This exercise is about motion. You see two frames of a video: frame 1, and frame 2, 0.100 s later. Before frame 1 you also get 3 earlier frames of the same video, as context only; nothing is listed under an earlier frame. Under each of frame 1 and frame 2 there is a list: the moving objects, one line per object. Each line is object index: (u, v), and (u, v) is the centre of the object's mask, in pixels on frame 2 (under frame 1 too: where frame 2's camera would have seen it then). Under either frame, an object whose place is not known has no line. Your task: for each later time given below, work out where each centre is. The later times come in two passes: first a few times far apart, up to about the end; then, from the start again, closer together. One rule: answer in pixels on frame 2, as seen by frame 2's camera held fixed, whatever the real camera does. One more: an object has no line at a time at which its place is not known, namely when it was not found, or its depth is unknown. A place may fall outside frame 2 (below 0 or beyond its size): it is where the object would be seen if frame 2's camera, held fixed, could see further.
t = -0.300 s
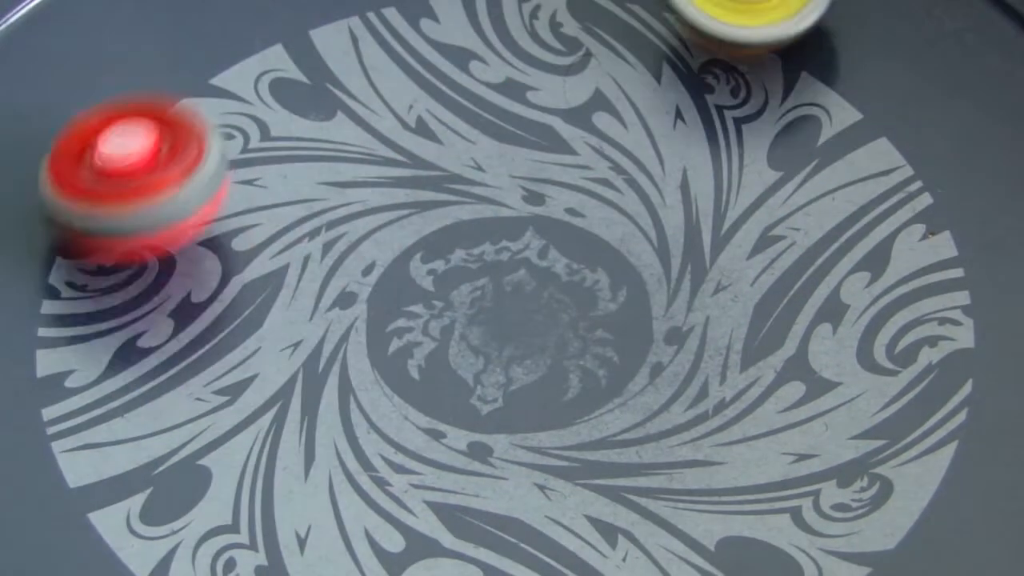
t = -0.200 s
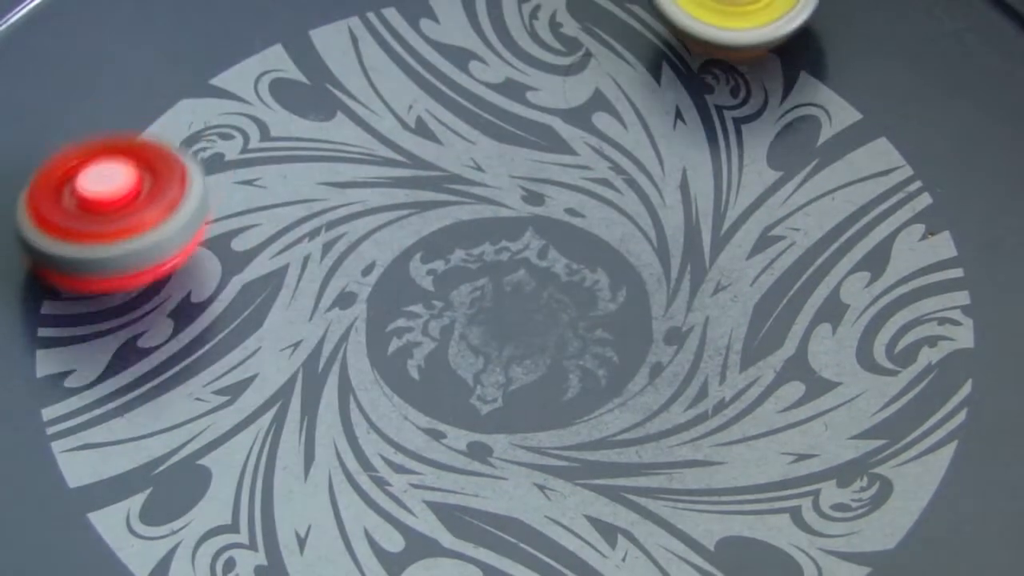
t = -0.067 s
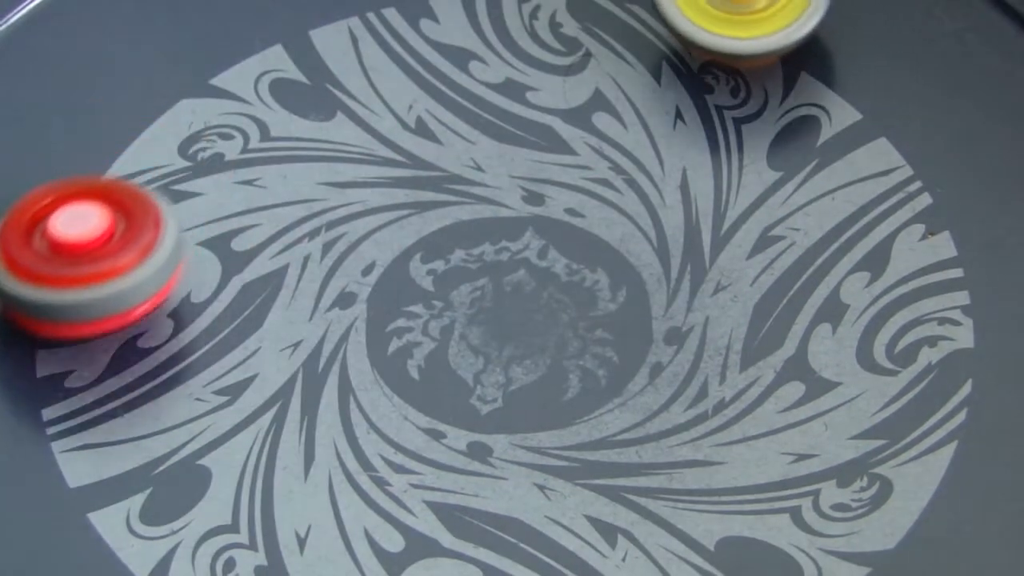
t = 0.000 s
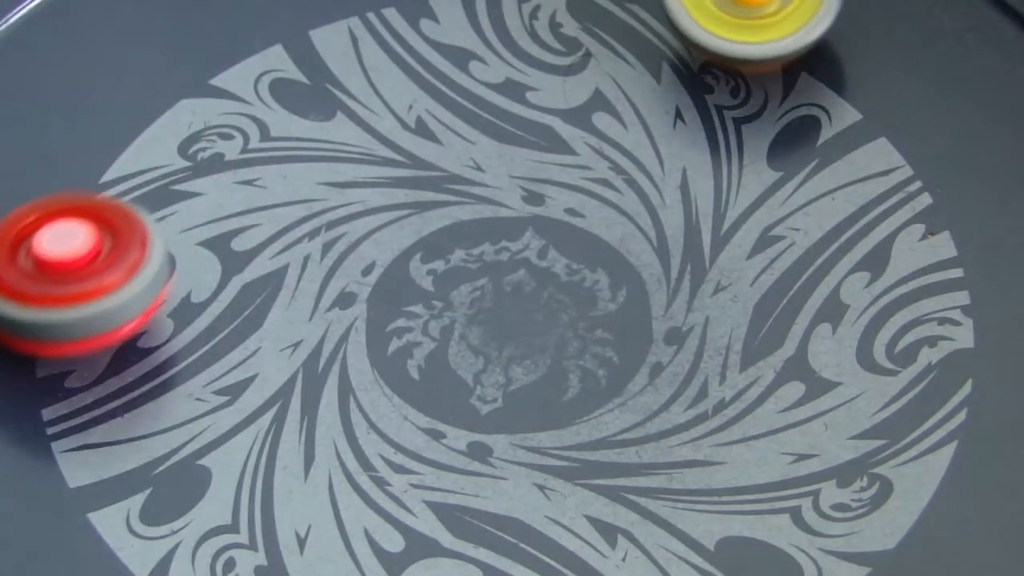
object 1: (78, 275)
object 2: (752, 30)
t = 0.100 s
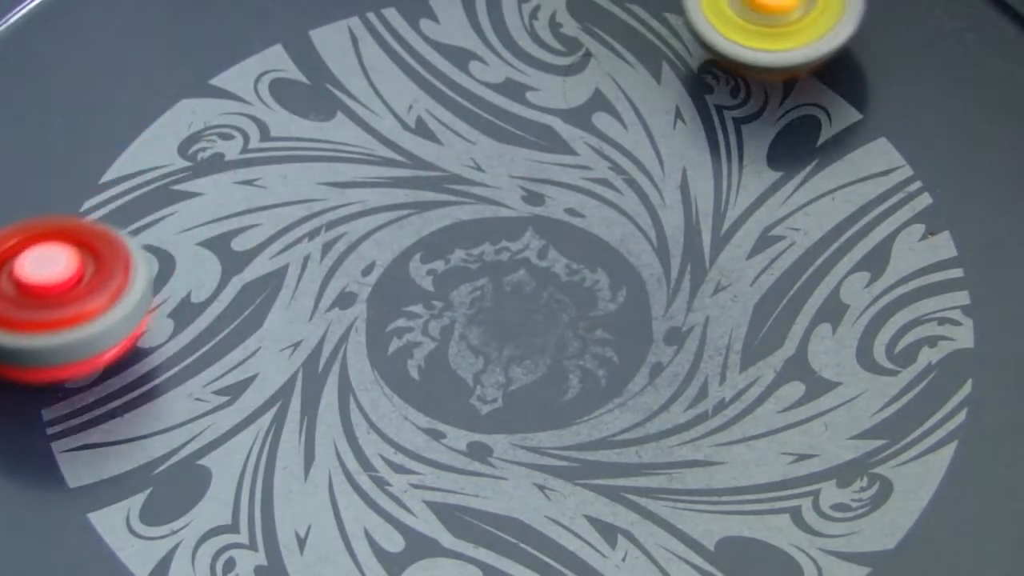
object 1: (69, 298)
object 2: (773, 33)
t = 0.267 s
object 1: (59, 332)
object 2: (814, 46)
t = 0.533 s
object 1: (58, 366)
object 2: (870, 110)
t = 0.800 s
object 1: (73, 377)
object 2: (913, 222)
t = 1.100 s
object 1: (131, 375)
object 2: (929, 351)
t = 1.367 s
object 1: (227, 361)
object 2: (894, 448)
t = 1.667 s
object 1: (342, 346)
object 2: (771, 511)
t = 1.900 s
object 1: (426, 330)
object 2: (638, 525)
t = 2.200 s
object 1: (527, 325)
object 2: (446, 514)
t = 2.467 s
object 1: (609, 337)
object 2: (306, 457)
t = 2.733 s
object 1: (672, 353)
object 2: (205, 356)
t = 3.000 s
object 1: (711, 371)
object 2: (145, 253)
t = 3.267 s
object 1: (729, 388)
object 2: (155, 171)
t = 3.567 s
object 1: (710, 404)
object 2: (249, 110)
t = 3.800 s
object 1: (668, 403)
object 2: (359, 75)
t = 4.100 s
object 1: (612, 384)
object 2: (520, 56)
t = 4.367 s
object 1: (572, 355)
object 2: (665, 53)
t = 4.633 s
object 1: (549, 319)
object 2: (790, 76)
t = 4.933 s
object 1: (534, 277)
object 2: (882, 157)
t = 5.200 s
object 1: (538, 243)
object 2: (919, 260)
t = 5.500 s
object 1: (561, 209)
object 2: (922, 376)
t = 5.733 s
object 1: (582, 197)
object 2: (870, 441)
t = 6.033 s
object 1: (613, 196)
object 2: (729, 479)
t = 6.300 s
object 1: (638, 211)
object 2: (563, 483)
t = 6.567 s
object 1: (648, 232)
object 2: (401, 441)
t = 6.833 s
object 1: (643, 258)
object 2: (274, 365)
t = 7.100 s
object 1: (618, 281)
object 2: (191, 277)
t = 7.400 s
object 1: (579, 295)
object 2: (184, 176)
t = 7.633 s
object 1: (546, 295)
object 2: (238, 113)
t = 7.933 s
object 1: (512, 283)
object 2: (347, 61)
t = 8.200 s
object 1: (493, 260)
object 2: (457, 44)
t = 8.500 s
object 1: (493, 235)
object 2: (596, 53)
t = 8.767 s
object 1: (502, 219)
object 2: (704, 100)
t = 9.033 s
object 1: (527, 208)
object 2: (786, 191)
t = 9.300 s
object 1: (555, 211)
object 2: (838, 294)
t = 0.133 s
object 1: (66, 306)
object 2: (782, 35)
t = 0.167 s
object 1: (63, 313)
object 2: (791, 37)
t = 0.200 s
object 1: (61, 319)
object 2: (799, 39)
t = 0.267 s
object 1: (59, 332)
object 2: (814, 46)
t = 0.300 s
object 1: (57, 337)
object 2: (821, 50)
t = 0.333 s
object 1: (57, 343)
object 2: (827, 55)
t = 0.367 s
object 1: (57, 347)
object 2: (835, 61)
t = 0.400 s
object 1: (57, 351)
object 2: (843, 68)
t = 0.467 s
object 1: (57, 359)
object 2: (857, 84)
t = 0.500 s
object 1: (57, 363)
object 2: (863, 95)
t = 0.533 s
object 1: (58, 366)
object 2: (870, 110)
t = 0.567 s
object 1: (59, 368)
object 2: (877, 124)
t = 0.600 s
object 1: (59, 369)
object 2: (884, 137)
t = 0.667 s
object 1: (63, 372)
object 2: (894, 164)
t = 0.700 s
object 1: (65, 374)
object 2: (898, 178)
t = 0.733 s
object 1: (68, 374)
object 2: (904, 191)
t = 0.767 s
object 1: (71, 376)
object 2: (909, 207)
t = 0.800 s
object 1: (73, 377)
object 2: (913, 222)
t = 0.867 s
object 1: (80, 377)
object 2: (920, 252)
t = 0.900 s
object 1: (84, 377)
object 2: (923, 269)
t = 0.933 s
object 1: (89, 378)
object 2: (925, 283)
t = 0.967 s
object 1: (94, 378)
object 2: (927, 296)
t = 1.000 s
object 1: (101, 377)
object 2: (928, 309)
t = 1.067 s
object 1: (120, 376)
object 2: (929, 337)
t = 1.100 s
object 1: (131, 375)
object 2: (929, 351)
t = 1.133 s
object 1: (142, 373)
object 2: (927, 363)
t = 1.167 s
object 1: (155, 372)
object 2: (925, 375)
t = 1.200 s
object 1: (167, 369)
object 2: (923, 387)
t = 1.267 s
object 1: (192, 366)
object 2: (916, 412)
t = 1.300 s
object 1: (203, 365)
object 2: (910, 425)
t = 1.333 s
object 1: (215, 363)
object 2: (902, 436)
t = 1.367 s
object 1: (227, 361)
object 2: (894, 448)
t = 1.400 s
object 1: (239, 360)
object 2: (884, 461)
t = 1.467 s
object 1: (265, 357)
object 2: (861, 480)
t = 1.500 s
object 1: (278, 355)
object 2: (848, 486)
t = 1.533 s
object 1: (291, 353)
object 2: (835, 492)
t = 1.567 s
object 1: (303, 352)
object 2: (821, 498)
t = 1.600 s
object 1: (316, 349)
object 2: (805, 502)
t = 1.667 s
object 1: (342, 346)
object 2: (771, 511)
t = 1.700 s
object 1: (355, 343)
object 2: (754, 514)
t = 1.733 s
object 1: (367, 341)
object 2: (737, 516)
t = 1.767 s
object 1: (380, 338)
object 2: (720, 519)
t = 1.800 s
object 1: (392, 336)
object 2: (701, 521)
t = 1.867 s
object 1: (414, 331)
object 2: (658, 524)
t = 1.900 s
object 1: (426, 330)
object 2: (638, 525)
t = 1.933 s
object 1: (437, 329)
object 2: (617, 526)
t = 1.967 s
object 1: (449, 327)
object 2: (595, 526)
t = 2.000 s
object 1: (460, 326)
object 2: (573, 526)
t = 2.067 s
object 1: (482, 325)
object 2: (530, 523)
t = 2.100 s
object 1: (493, 325)
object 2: (509, 521)
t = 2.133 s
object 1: (504, 324)
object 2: (487, 519)
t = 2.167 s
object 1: (515, 325)
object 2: (466, 517)
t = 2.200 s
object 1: (527, 325)
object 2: (446, 514)
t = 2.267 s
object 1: (549, 328)
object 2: (408, 506)
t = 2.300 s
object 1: (558, 330)
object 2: (388, 502)
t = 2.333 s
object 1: (569, 331)
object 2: (370, 496)
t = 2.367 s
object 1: (579, 332)
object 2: (354, 489)
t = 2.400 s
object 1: (590, 334)
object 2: (339, 480)
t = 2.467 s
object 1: (609, 337)
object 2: (306, 457)
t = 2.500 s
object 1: (617, 339)
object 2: (292, 444)
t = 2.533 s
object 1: (627, 342)
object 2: (277, 433)
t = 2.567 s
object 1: (635, 343)
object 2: (262, 421)
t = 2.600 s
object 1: (643, 344)
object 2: (249, 409)
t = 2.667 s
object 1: (658, 349)
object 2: (227, 382)
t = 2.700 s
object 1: (665, 351)
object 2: (217, 369)
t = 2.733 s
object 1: (672, 353)
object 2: (205, 356)
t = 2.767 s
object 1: (679, 355)
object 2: (194, 344)
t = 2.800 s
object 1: (684, 357)
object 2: (186, 329)
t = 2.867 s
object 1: (695, 363)
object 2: (169, 305)
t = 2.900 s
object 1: (702, 365)
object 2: (161, 290)
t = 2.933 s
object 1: (706, 367)
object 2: (154, 276)
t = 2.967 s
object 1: (708, 368)
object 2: (149, 264)
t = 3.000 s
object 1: (711, 371)
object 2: (145, 253)
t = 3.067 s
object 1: (719, 375)
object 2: (137, 229)
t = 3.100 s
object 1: (722, 376)
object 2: (136, 217)
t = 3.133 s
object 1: (722, 379)
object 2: (139, 206)
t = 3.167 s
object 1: (724, 382)
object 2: (141, 197)
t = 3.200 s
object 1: (727, 385)
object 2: (143, 189)
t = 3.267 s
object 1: (729, 388)
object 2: (155, 171)
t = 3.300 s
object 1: (728, 391)
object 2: (162, 165)
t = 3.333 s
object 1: (727, 394)
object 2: (169, 158)
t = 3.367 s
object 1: (727, 397)
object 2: (177, 151)
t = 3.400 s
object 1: (726, 398)
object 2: (187, 142)
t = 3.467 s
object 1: (721, 401)
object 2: (211, 131)
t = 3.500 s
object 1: (718, 403)
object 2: (223, 124)
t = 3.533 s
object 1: (714, 404)
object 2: (237, 117)
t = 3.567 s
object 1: (710, 404)
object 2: (249, 110)
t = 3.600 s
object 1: (705, 405)
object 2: (263, 105)
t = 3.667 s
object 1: (694, 405)
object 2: (292, 94)
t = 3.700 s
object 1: (688, 405)
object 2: (309, 88)
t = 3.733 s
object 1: (682, 404)
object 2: (326, 83)
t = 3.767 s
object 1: (675, 404)
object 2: (343, 78)
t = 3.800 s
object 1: (668, 403)
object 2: (359, 75)
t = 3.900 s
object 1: (648, 397)
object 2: (410, 66)
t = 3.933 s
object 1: (641, 396)
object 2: (428, 64)
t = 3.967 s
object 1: (636, 394)
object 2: (446, 63)
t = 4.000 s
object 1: (629, 390)
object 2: (464, 60)
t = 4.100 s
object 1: (612, 384)
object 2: (520, 56)
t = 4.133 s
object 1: (607, 381)
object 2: (537, 55)
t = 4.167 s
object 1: (601, 377)
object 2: (555, 53)
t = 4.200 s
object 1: (594, 374)
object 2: (574, 53)
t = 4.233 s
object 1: (590, 372)
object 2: (592, 53)
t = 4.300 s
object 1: (582, 364)
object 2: (629, 53)
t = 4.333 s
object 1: (577, 360)
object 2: (648, 53)
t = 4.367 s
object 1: (572, 355)
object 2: (665, 53)
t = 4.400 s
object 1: (568, 351)
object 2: (681, 55)
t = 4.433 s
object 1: (566, 348)
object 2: (698, 57)
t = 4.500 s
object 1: (558, 338)
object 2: (731, 60)
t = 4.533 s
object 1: (555, 333)
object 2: (746, 63)
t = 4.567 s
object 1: (552, 329)
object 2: (761, 67)
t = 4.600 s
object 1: (551, 325)
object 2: (775, 72)
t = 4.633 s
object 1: (549, 319)
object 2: (790, 76)
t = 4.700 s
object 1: (543, 309)
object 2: (816, 89)
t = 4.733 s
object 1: (542, 305)
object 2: (826, 96)
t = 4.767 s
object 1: (540, 300)
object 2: (837, 104)
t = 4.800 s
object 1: (538, 295)
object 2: (847, 112)
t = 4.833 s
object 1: (536, 290)
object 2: (858, 124)
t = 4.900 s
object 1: (535, 282)
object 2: (875, 145)
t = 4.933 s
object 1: (534, 277)
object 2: (882, 157)
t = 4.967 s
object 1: (533, 272)
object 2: (888, 169)
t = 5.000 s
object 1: (533, 267)
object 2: (895, 180)
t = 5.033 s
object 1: (534, 263)
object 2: (901, 192)
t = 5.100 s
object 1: (536, 255)
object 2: (909, 218)
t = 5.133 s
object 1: (536, 250)
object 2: (913, 230)
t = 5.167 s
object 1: (536, 246)
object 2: (917, 244)
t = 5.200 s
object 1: (538, 243)
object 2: (919, 260)
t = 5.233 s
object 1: (542, 239)
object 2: (921, 274)
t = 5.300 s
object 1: (546, 229)
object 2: (924, 299)
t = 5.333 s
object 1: (546, 225)
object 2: (926, 312)
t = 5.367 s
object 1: (548, 223)
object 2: (926, 326)
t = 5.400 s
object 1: (551, 220)
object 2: (925, 339)
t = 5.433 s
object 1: (556, 216)
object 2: (924, 351)
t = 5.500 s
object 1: (561, 209)
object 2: (922, 376)
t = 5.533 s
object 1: (562, 207)
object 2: (918, 387)
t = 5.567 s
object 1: (565, 206)
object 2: (913, 396)
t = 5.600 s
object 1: (569, 204)
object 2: (907, 405)
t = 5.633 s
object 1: (574, 201)
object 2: (902, 415)
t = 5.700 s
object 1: (579, 197)
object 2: (882, 434)
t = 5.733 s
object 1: (582, 197)
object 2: (870, 441)
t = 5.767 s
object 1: (586, 196)
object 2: (859, 448)
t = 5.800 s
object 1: (591, 195)
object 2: (848, 453)
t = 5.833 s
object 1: (594, 194)
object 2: (835, 458)
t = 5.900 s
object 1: (600, 195)
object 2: (803, 463)
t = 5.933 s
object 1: (604, 196)
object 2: (788, 468)
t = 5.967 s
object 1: (609, 196)
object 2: (770, 472)
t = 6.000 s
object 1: (612, 196)
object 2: (750, 477)
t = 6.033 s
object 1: (613, 196)
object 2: (729, 479)
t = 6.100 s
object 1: (619, 201)
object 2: (692, 483)
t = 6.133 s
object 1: (624, 202)
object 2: (671, 485)
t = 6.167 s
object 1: (628, 202)
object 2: (648, 485)
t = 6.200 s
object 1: (630, 203)
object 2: (625, 485)
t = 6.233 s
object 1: (631, 206)
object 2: (606, 484)
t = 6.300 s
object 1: (638, 211)
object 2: (563, 483)
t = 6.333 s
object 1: (642, 213)
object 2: (541, 479)
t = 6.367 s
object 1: (643, 214)
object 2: (521, 476)
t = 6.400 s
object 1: (643, 217)
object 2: (501, 472)
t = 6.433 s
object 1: (644, 221)
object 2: (479, 469)
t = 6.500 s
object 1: (649, 226)
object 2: (439, 455)
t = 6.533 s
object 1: (649, 228)
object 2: (421, 449)
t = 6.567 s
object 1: (648, 232)
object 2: (401, 441)
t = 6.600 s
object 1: (649, 237)
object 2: (383, 433)
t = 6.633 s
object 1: (650, 240)
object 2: (367, 423)
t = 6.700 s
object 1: (649, 245)
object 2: (334, 406)
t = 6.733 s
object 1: (646, 249)
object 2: (316, 395)
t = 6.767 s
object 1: (645, 254)
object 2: (301, 385)
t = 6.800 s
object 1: (644, 257)
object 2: (287, 374)
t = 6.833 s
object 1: (643, 258)
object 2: (274, 365)
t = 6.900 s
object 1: (636, 264)
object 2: (247, 344)
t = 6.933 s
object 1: (634, 267)
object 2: (236, 332)
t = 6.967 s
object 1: (631, 270)
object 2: (226, 322)
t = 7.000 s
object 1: (629, 272)
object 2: (218, 312)
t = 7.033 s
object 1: (625, 274)
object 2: (205, 301)
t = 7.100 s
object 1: (618, 281)
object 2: (191, 277)
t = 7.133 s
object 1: (614, 283)
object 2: (188, 266)
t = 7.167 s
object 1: (610, 285)
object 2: (185, 257)
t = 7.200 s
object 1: (606, 286)
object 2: (182, 246)
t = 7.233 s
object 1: (601, 288)
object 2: (178, 234)
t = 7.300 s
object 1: (593, 292)
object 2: (178, 210)
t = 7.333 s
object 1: (588, 293)
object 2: (180, 200)
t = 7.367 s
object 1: (584, 294)
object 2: (181, 189)
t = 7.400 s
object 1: (579, 295)
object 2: (184, 176)
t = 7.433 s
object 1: (574, 295)
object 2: (190, 165)
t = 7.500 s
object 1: (565, 296)
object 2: (202, 150)
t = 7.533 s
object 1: (560, 296)
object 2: (209, 136)
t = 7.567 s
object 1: (555, 296)
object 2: (218, 130)
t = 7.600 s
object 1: (551, 296)
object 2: (228, 121)
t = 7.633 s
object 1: (546, 295)
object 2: (238, 113)
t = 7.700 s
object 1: (536, 294)
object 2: (256, 100)
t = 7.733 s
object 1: (532, 292)
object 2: (268, 91)
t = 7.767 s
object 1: (529, 291)
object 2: (280, 83)
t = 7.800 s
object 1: (525, 290)
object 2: (294, 77)
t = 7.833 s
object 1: (521, 288)
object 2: (307, 72)
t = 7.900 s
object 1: (515, 285)
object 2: (332, 64)
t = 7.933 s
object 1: (512, 283)
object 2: (347, 61)
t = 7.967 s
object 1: (509, 281)
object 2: (360, 56)
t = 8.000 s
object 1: (505, 278)
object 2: (373, 54)
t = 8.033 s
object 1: (503, 276)
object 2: (385, 52)
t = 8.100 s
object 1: (499, 270)
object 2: (411, 49)
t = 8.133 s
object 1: (497, 266)
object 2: (428, 48)
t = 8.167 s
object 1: (495, 263)
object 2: (443, 45)
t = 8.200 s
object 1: (493, 260)
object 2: (457, 44)
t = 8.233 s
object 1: (492, 258)
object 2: (472, 44)
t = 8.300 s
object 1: (492, 252)
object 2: (503, 45)
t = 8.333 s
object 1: (491, 249)
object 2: (519, 45)
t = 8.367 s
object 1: (491, 245)
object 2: (535, 46)
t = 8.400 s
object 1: (490, 243)
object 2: (550, 46)
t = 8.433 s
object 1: (490, 240)
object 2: (566, 49)
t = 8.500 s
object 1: (493, 235)
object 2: (596, 53)
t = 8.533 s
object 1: (494, 232)
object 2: (612, 55)
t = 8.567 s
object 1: (494, 230)
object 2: (626, 59)
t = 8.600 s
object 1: (494, 228)
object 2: (640, 64)
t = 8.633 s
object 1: (496, 227)
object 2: (652, 69)
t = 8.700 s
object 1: (499, 222)
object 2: (680, 79)
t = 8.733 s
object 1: (501, 220)
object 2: (693, 88)
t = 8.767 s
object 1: (502, 219)
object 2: (704, 100)
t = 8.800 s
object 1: (506, 217)
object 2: (714, 112)
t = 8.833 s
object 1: (509, 215)
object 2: (727, 121)
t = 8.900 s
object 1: (514, 211)
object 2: (748, 141)
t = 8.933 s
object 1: (517, 210)
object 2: (757, 153)
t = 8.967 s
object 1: (521, 210)
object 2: (766, 168)
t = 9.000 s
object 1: (525, 209)
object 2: (776, 178)
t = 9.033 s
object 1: (527, 208)
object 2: (786, 191)
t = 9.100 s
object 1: (534, 208)
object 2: (800, 217)
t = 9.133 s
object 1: (538, 208)
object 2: (806, 228)
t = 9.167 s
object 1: (542, 208)
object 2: (814, 240)
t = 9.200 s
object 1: (544, 208)
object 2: (822, 255)
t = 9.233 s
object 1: (547, 209)
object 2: (828, 267)
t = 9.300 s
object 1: (555, 211)
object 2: (838, 294)
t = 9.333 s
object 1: (558, 212)
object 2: (846, 307)
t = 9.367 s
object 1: (560, 213)
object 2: (853, 319)
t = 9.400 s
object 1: (561, 215)
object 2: (858, 334)
